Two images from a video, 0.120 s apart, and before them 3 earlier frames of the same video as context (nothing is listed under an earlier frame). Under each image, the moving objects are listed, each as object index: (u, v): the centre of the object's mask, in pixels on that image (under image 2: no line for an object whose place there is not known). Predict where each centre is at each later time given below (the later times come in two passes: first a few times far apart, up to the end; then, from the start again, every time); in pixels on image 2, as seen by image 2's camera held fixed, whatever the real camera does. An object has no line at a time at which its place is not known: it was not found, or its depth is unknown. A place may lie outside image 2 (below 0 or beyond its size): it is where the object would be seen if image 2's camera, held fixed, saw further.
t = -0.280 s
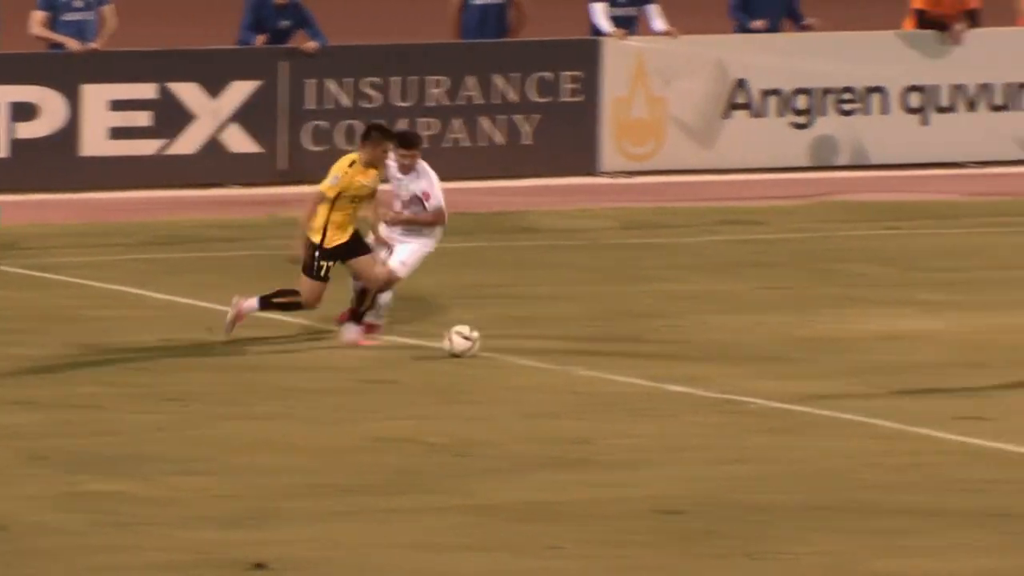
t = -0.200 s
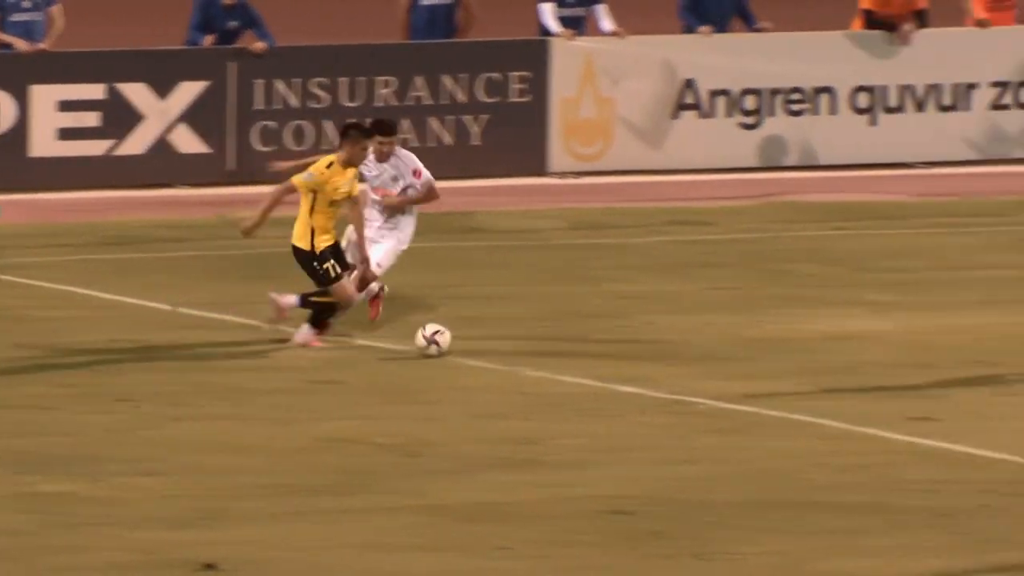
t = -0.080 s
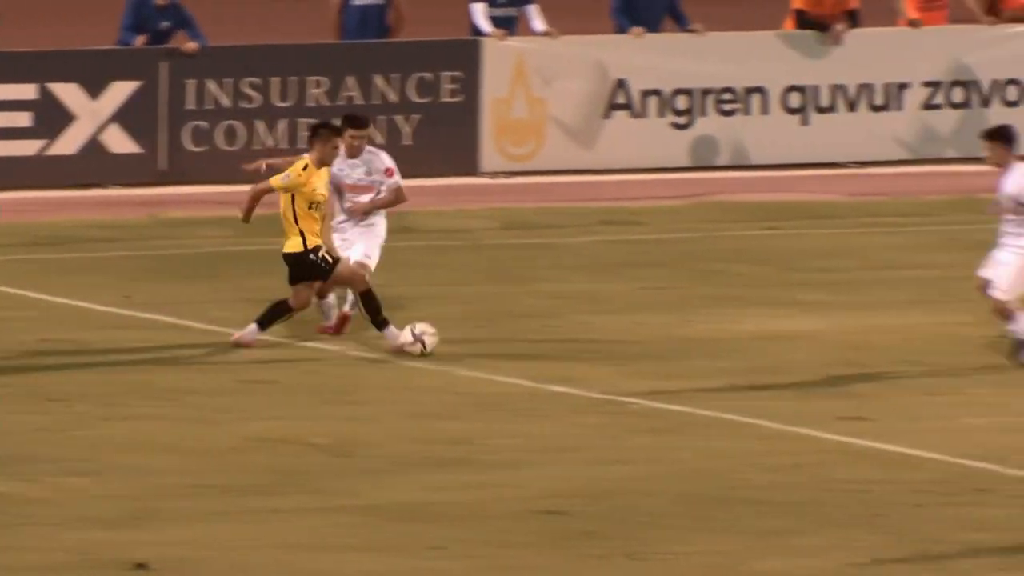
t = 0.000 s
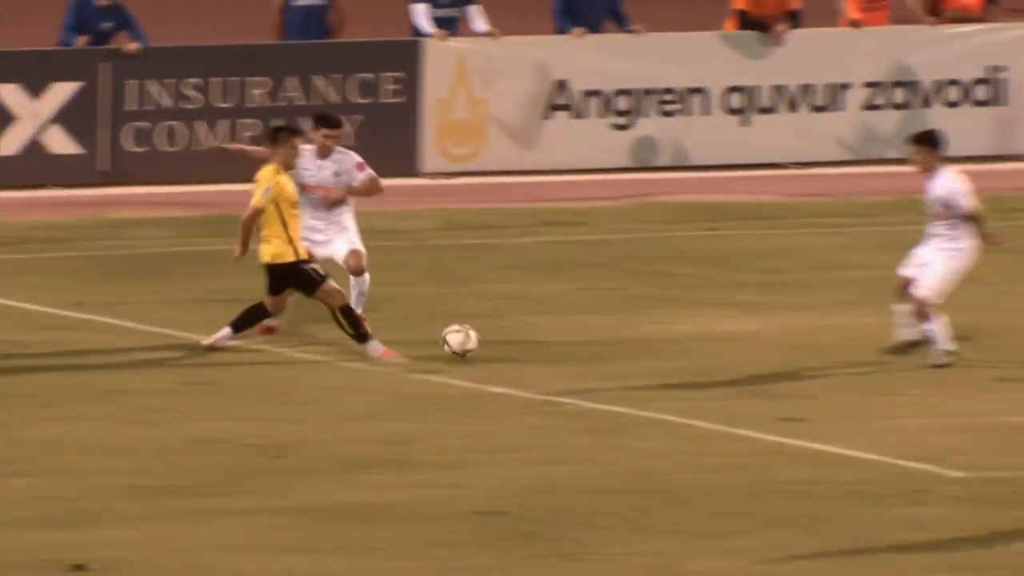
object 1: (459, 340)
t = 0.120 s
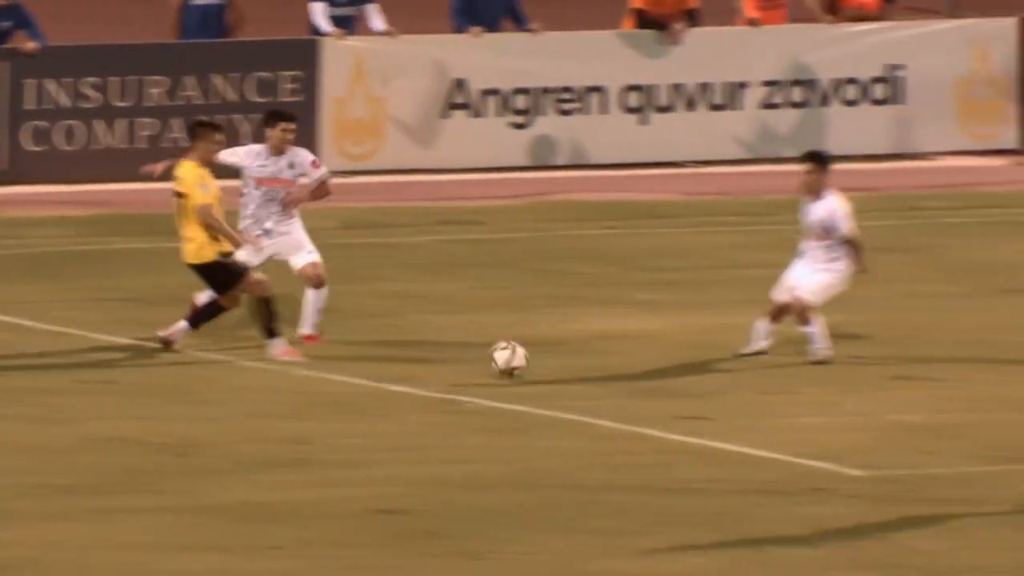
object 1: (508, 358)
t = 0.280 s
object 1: (684, 375)
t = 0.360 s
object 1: (767, 387)
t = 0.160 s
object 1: (557, 369)
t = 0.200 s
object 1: (601, 374)
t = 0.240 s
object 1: (643, 373)
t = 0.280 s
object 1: (684, 375)
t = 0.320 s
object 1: (725, 378)
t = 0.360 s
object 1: (767, 387)
